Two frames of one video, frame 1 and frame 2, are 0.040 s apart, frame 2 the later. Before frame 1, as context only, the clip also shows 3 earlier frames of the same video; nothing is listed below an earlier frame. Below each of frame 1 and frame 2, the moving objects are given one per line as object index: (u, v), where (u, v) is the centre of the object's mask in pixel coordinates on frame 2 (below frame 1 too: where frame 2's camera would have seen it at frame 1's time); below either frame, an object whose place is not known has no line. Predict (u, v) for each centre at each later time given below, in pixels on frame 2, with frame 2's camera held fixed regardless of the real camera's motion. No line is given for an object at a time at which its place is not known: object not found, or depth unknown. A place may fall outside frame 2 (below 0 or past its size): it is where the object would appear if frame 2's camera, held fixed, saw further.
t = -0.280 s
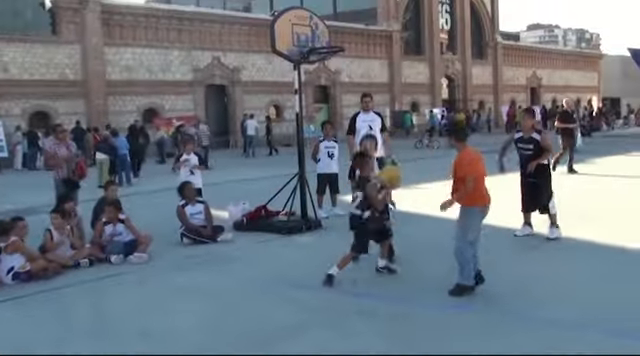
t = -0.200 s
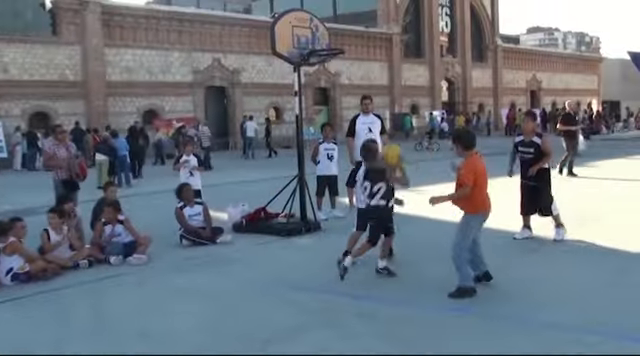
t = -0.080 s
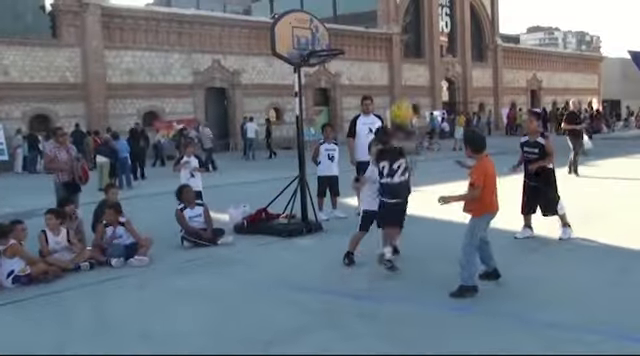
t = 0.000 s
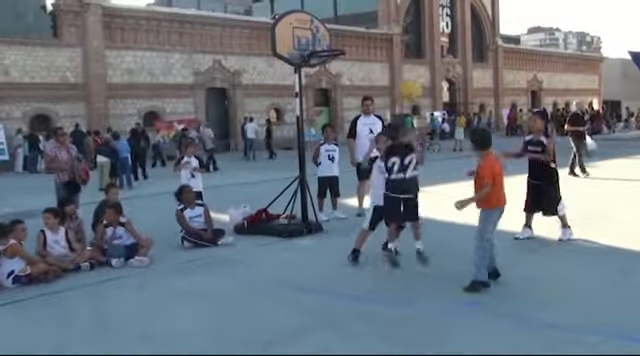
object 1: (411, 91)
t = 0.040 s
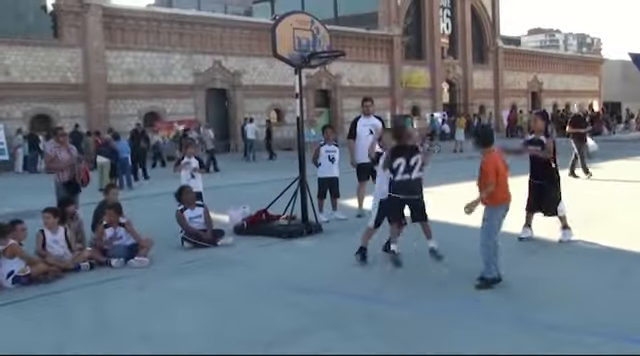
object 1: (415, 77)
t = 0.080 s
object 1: (419, 75)
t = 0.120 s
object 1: (423, 70)
